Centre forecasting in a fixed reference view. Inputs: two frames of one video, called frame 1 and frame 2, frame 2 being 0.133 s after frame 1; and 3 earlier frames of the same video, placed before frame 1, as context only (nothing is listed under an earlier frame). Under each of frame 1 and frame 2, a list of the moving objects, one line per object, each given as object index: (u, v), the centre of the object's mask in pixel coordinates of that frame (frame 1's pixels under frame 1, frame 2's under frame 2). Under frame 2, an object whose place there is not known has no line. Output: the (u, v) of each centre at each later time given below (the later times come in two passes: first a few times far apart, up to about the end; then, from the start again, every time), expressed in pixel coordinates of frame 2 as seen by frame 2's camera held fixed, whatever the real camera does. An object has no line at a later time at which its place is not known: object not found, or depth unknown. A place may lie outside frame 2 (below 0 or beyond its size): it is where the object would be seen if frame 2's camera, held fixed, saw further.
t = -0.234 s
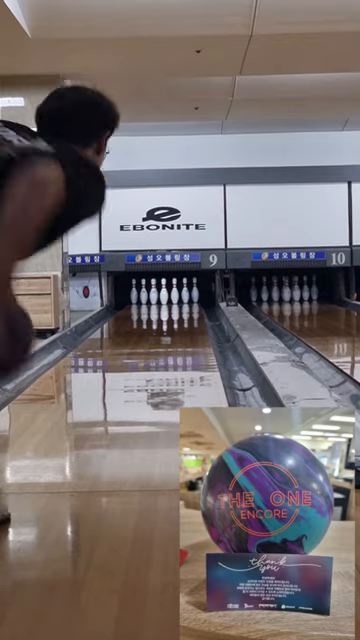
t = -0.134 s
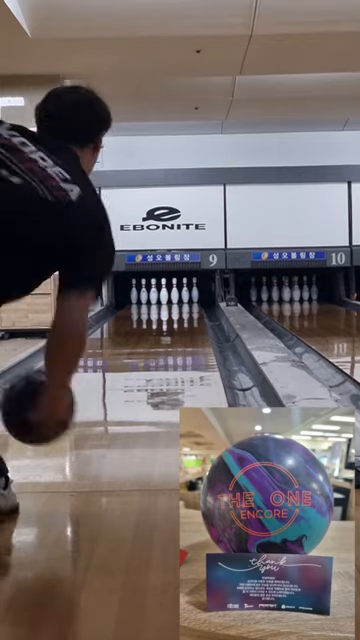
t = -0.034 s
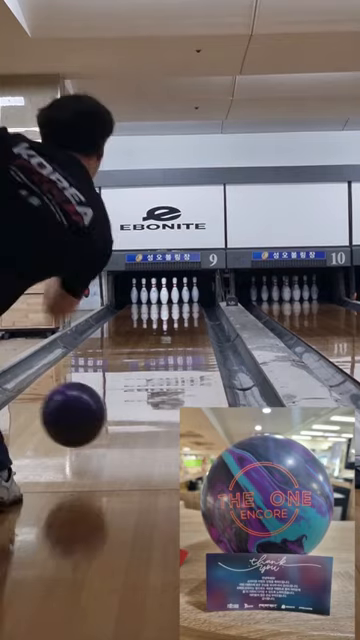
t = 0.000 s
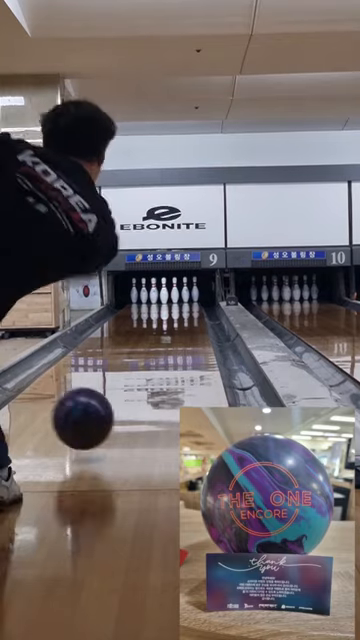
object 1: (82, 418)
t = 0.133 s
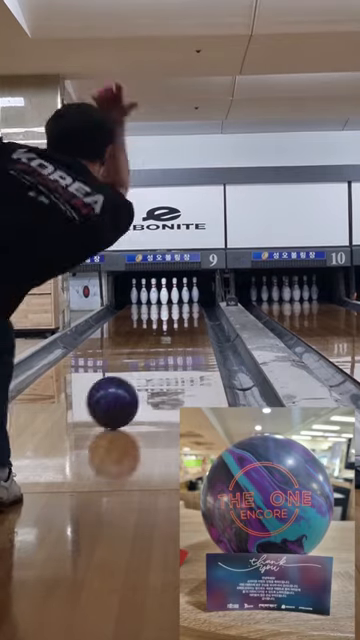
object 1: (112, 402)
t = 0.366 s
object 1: (153, 369)
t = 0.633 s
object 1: (168, 347)
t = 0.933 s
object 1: (182, 330)
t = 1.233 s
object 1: (191, 318)
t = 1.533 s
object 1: (195, 310)
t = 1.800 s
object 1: (193, 305)
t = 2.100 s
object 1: (183, 300)
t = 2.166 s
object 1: (180, 299)
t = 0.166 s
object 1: (118, 396)
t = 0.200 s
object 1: (123, 391)
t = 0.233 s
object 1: (128, 386)
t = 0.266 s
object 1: (133, 381)
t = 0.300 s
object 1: (137, 377)
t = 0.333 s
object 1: (141, 374)
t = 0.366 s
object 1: (153, 369)
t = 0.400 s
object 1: (151, 366)
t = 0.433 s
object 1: (152, 363)
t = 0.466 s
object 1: (155, 359)
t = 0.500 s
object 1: (157, 356)
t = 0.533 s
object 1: (160, 353)
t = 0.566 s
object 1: (162, 351)
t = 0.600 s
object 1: (165, 349)
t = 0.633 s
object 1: (168, 347)
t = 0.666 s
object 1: (169, 345)
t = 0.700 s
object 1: (172, 342)
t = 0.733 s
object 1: (174, 340)
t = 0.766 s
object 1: (175, 339)
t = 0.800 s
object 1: (177, 337)
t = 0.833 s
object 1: (179, 335)
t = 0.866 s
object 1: (180, 333)
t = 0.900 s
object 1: (181, 331)
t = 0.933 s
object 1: (182, 330)
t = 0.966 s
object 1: (183, 328)
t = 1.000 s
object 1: (185, 326)
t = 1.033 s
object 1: (187, 325)
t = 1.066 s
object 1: (187, 324)
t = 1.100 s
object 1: (188, 323)
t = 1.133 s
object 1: (189, 322)
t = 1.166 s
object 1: (190, 321)
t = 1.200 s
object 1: (189, 320)
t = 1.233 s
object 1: (191, 318)
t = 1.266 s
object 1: (192, 317)
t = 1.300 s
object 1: (193, 316)
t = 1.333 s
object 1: (192, 314)
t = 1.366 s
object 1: (193, 314)
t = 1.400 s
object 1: (194, 313)
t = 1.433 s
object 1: (194, 312)
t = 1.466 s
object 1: (194, 312)
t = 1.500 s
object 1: (194, 311)
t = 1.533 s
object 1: (195, 310)
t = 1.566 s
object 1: (195, 309)
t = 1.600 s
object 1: (194, 308)
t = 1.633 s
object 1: (195, 308)
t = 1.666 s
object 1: (194, 307)
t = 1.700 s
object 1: (194, 307)
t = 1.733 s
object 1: (194, 306)
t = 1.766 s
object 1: (193, 306)
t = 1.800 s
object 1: (193, 305)
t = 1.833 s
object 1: (192, 304)
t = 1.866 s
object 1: (191, 304)
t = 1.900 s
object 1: (191, 303)
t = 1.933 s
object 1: (190, 302)
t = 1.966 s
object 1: (188, 302)
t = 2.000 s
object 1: (187, 301)
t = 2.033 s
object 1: (186, 301)
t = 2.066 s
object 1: (185, 301)
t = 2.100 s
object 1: (183, 300)
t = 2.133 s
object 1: (182, 300)
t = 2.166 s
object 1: (180, 299)
